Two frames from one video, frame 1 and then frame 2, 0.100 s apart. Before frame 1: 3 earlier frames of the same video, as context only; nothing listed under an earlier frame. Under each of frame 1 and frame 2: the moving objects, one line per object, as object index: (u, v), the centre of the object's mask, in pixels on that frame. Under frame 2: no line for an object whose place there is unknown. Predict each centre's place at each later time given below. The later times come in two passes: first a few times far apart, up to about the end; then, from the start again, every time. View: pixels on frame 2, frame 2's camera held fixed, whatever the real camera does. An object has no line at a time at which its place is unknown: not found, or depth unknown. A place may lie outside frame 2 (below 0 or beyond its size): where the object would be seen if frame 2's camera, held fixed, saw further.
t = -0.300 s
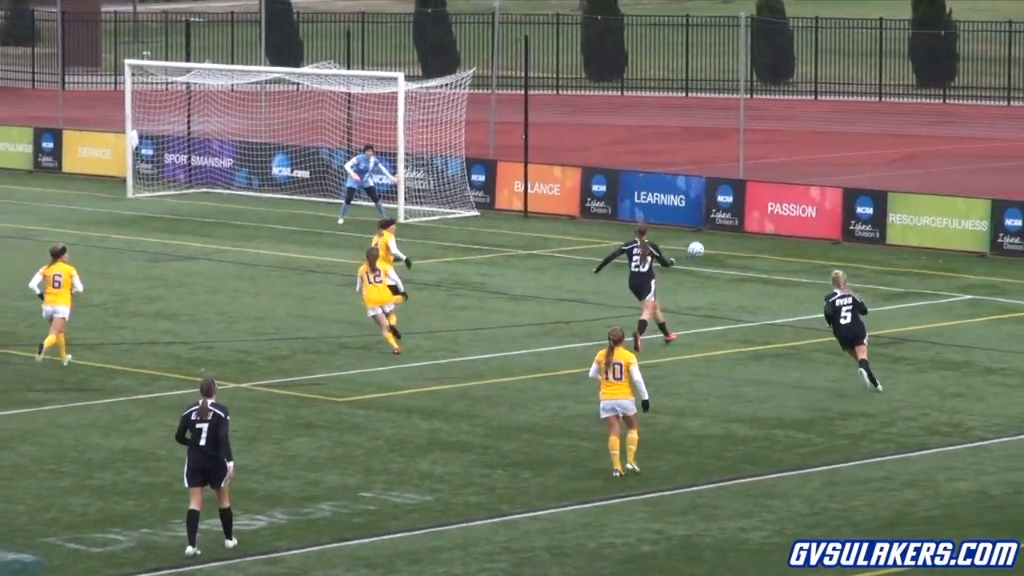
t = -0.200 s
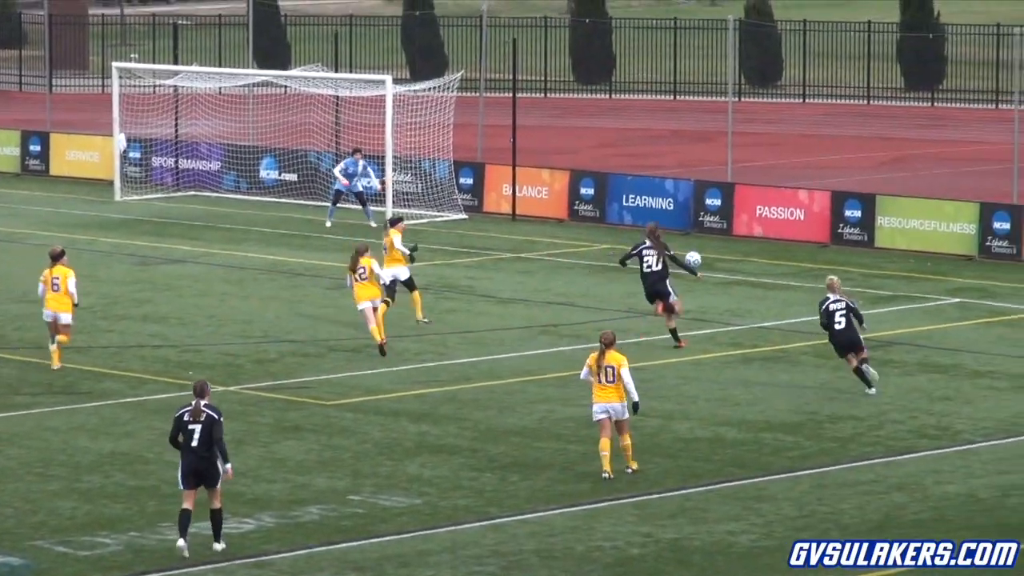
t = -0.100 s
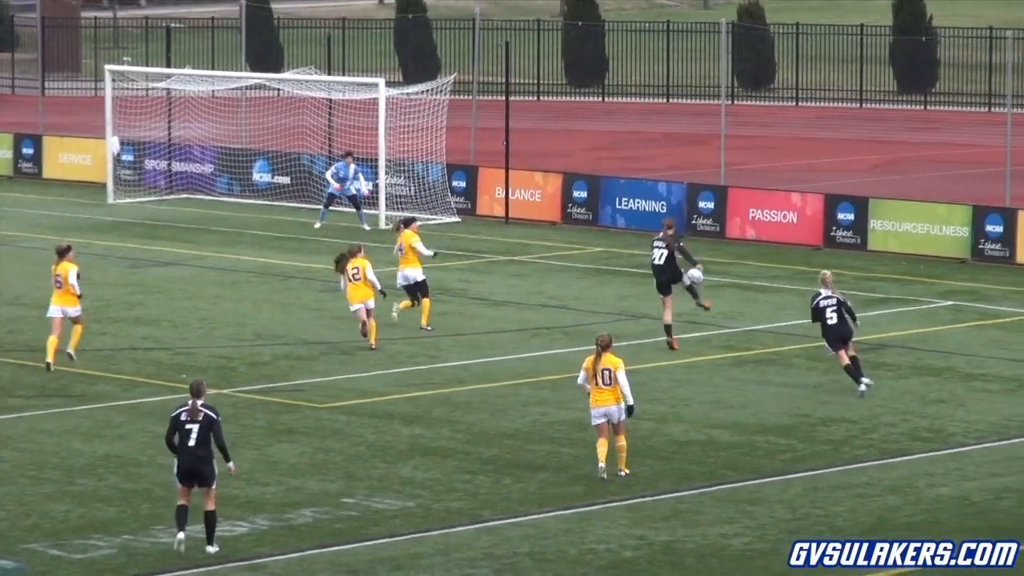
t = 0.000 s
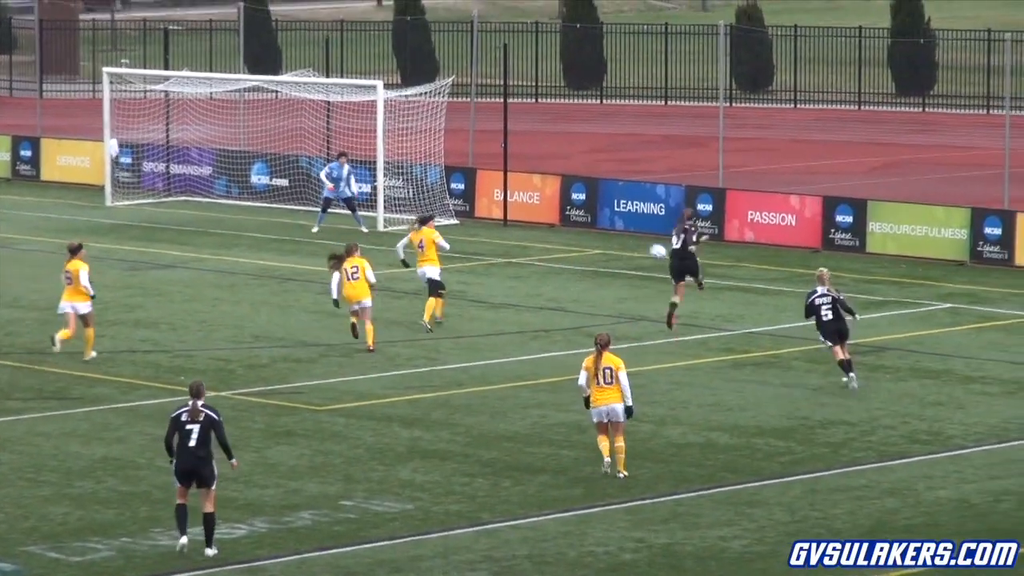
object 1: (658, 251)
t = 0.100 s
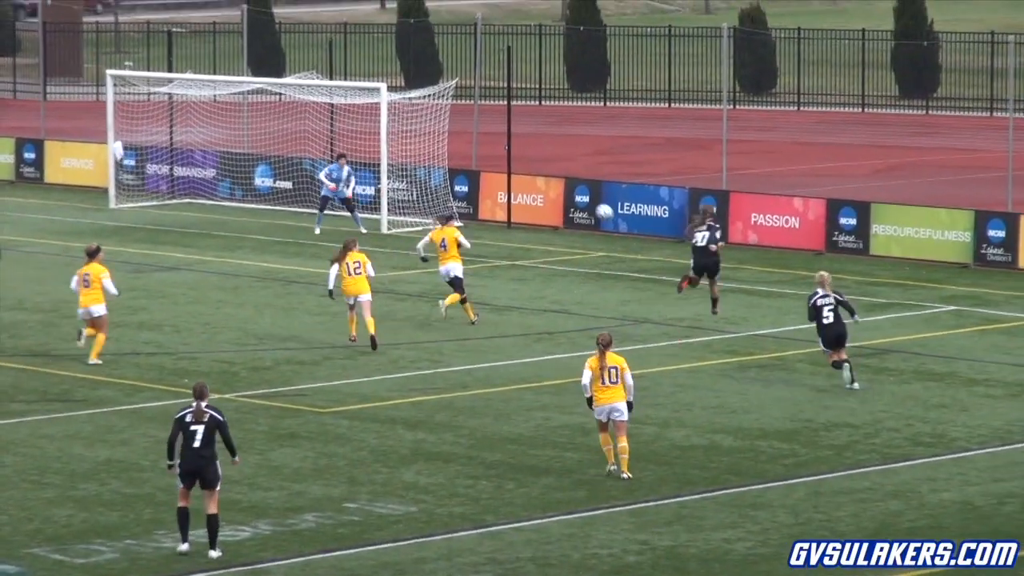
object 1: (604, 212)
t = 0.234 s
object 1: (531, 168)
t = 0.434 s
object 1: (425, 129)
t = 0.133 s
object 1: (585, 199)
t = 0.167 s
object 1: (567, 188)
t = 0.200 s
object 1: (548, 178)
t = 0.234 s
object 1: (531, 168)
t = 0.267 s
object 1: (512, 159)
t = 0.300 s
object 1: (495, 152)
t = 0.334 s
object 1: (477, 145)
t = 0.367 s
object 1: (460, 139)
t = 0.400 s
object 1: (443, 134)
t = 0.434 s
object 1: (425, 129)
